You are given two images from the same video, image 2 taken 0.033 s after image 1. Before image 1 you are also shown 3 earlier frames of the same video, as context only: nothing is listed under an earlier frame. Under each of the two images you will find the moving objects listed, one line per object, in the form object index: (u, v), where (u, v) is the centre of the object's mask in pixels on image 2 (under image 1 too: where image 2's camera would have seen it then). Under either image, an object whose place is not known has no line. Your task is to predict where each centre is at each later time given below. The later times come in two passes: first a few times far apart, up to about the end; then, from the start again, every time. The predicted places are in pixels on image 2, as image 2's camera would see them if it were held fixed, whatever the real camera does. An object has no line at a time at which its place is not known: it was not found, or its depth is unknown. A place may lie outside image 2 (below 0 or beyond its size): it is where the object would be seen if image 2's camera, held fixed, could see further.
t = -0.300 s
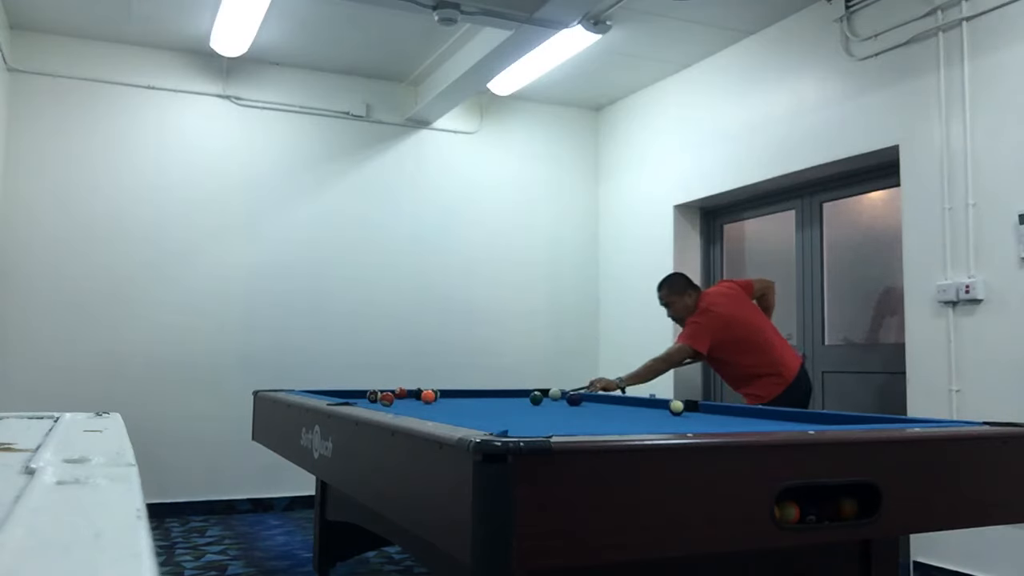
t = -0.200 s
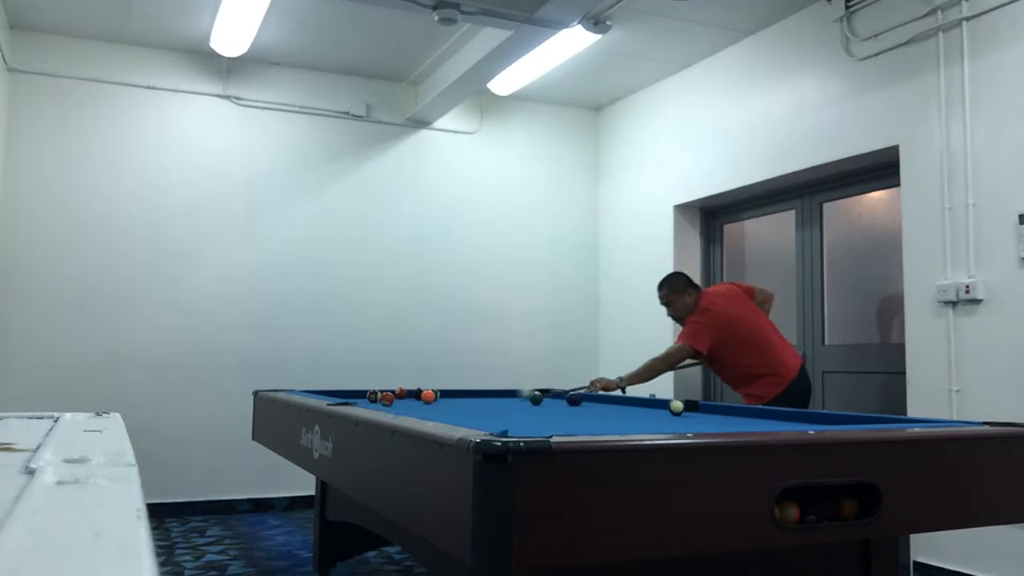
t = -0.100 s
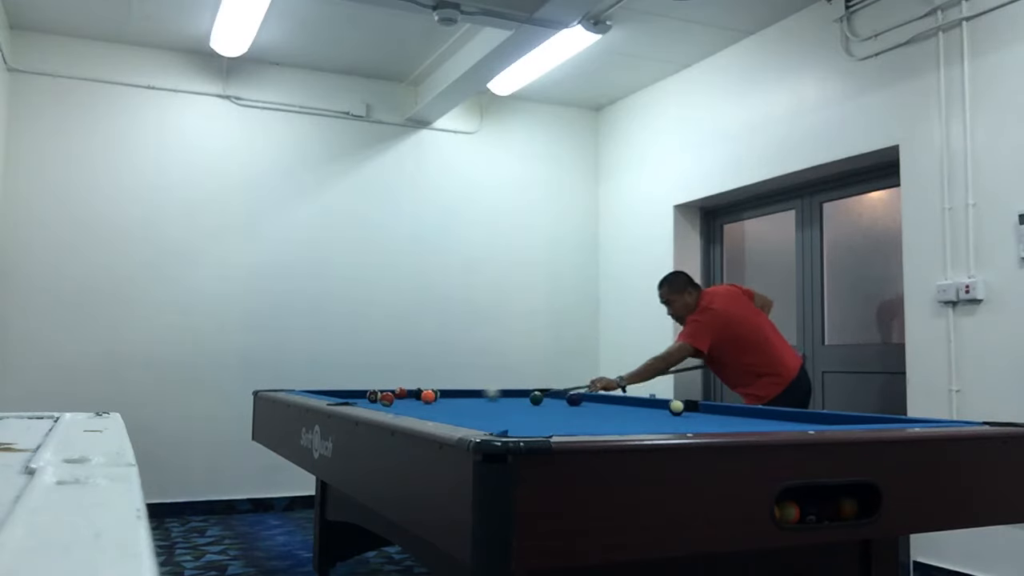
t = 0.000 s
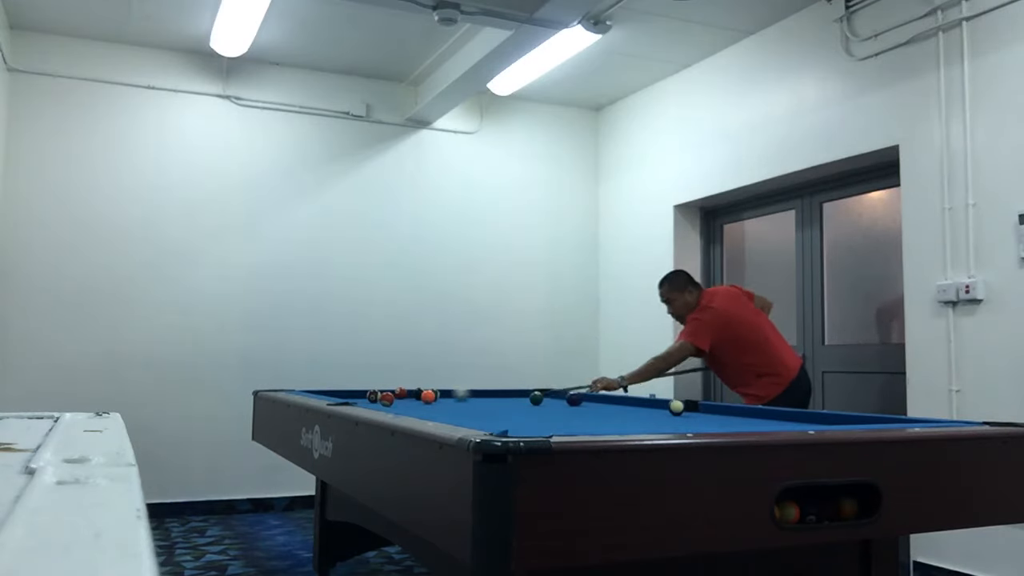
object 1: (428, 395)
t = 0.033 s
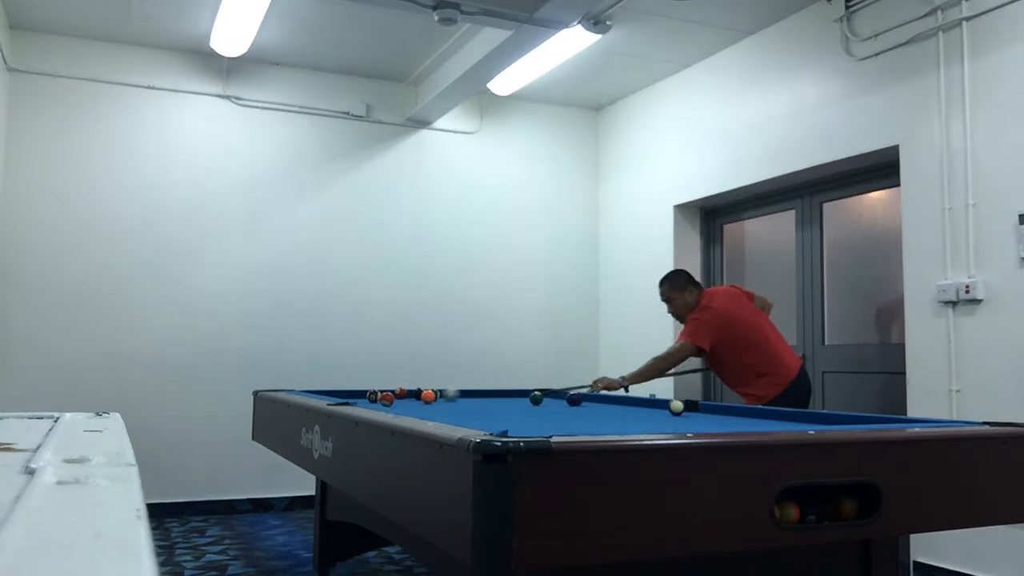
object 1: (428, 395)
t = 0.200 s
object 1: (427, 395)
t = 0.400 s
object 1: (431, 396)
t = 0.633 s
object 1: (436, 396)
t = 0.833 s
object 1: (442, 397)
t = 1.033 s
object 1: (446, 397)
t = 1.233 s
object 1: (451, 398)
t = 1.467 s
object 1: (456, 398)
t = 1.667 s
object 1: (459, 399)
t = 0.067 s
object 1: (428, 395)
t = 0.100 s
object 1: (428, 395)
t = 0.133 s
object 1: (428, 395)
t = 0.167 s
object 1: (428, 395)
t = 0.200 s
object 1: (427, 395)
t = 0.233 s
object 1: (427, 395)
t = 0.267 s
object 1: (428, 395)
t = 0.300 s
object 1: (429, 395)
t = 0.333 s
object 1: (429, 396)
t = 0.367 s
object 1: (430, 396)
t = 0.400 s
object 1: (431, 396)
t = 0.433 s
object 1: (431, 396)
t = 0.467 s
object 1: (432, 396)
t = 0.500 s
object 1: (433, 396)
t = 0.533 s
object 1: (434, 396)
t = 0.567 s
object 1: (435, 396)
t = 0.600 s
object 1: (436, 396)
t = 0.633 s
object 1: (436, 396)
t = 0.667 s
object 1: (437, 397)
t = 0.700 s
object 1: (438, 397)
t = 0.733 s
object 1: (439, 397)
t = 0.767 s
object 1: (440, 397)
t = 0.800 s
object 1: (441, 397)
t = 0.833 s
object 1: (442, 397)
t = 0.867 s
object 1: (443, 397)
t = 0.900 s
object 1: (443, 397)
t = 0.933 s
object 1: (444, 397)
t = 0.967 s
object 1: (445, 397)
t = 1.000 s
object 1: (445, 397)
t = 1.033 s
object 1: (446, 397)
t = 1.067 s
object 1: (447, 397)
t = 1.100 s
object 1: (448, 398)
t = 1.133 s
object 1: (448, 398)
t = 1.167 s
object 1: (449, 398)
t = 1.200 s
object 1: (450, 398)
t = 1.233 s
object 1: (451, 398)
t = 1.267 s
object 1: (452, 398)
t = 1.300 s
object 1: (452, 398)
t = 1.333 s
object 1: (453, 398)
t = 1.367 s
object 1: (454, 398)
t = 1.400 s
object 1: (454, 398)
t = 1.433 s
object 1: (455, 398)
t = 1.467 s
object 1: (456, 398)
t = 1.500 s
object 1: (456, 398)
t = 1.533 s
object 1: (457, 399)
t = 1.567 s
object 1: (458, 399)
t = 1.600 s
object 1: (458, 399)
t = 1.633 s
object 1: (459, 399)
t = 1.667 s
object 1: (459, 399)
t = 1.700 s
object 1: (460, 399)
